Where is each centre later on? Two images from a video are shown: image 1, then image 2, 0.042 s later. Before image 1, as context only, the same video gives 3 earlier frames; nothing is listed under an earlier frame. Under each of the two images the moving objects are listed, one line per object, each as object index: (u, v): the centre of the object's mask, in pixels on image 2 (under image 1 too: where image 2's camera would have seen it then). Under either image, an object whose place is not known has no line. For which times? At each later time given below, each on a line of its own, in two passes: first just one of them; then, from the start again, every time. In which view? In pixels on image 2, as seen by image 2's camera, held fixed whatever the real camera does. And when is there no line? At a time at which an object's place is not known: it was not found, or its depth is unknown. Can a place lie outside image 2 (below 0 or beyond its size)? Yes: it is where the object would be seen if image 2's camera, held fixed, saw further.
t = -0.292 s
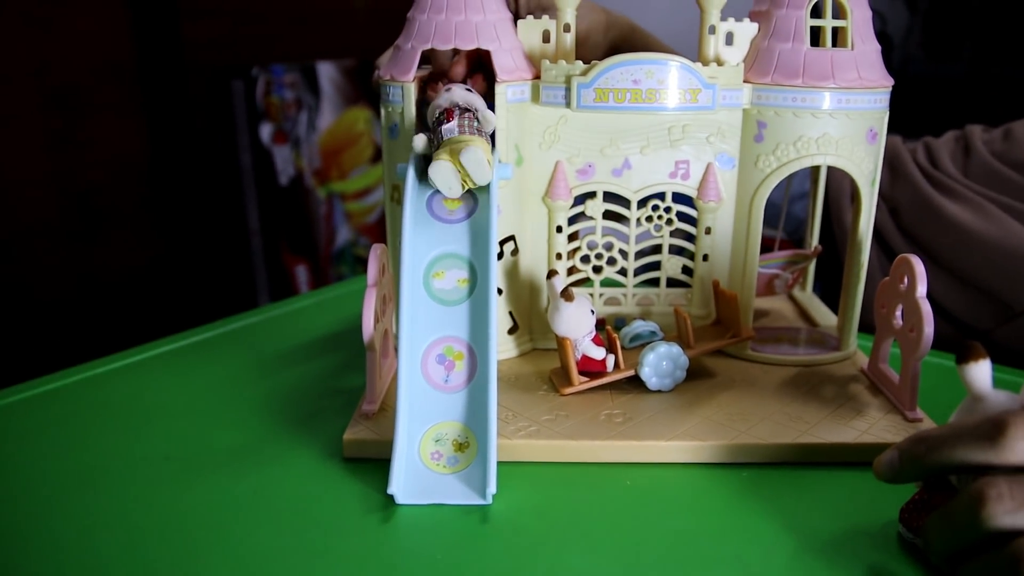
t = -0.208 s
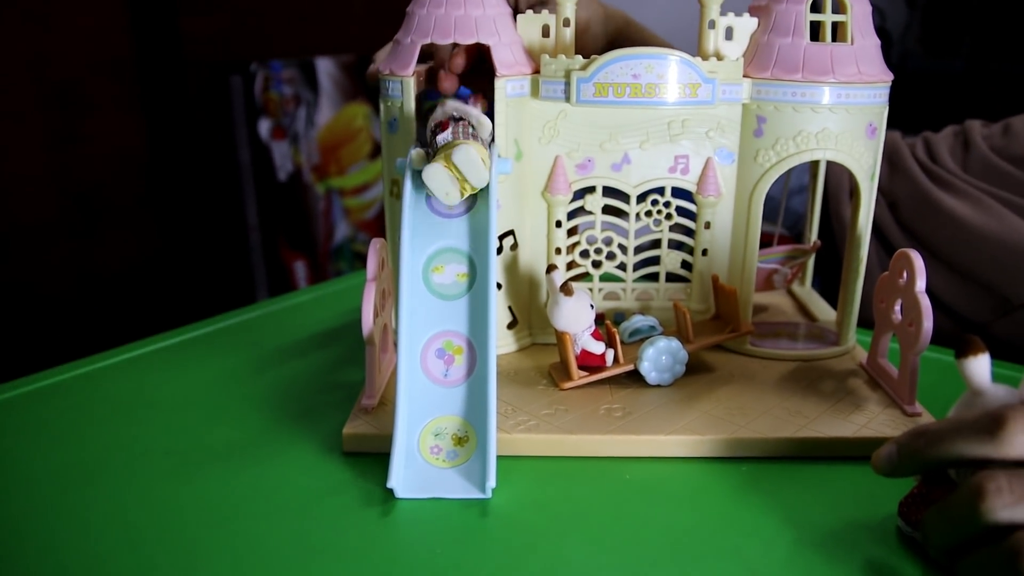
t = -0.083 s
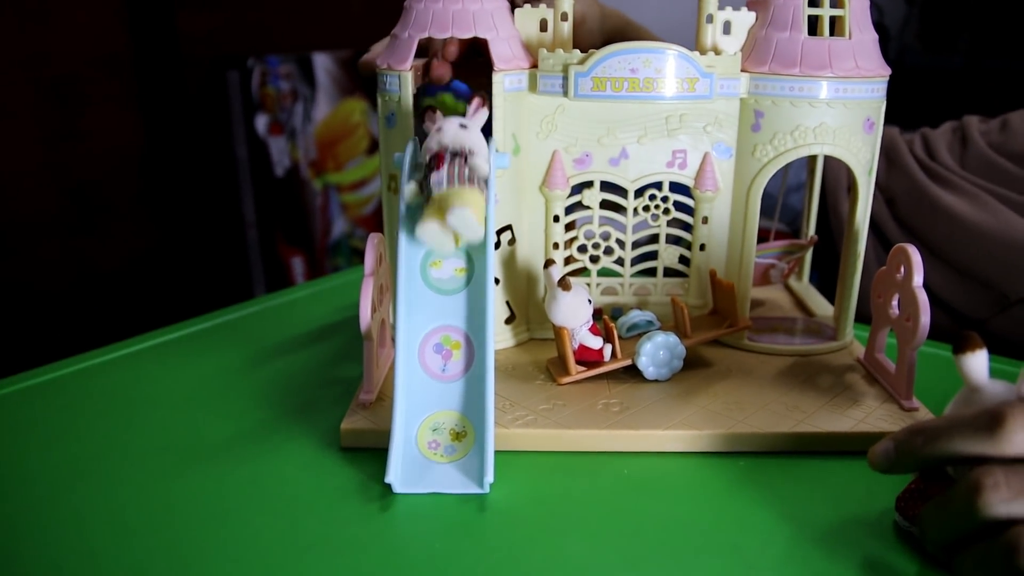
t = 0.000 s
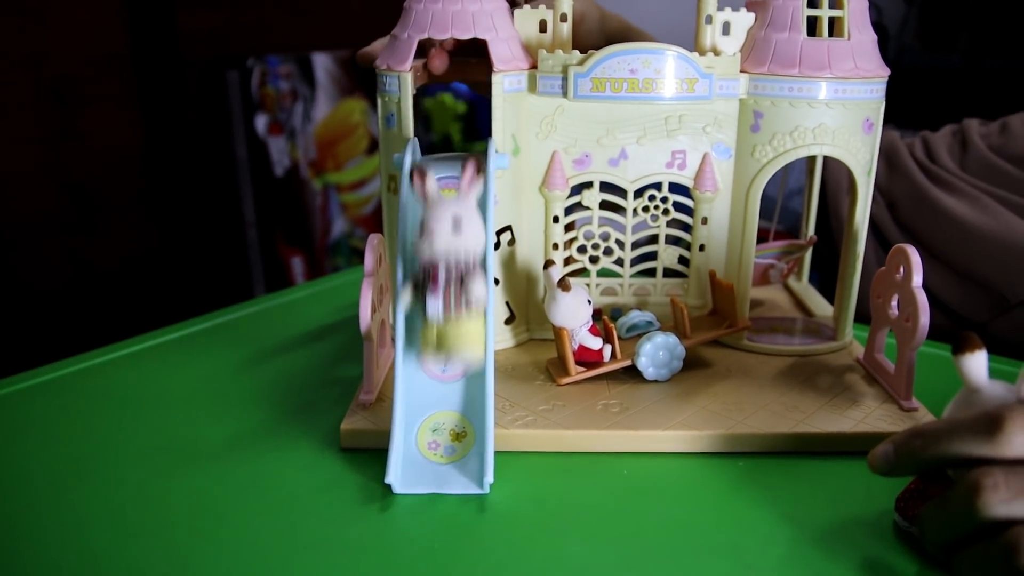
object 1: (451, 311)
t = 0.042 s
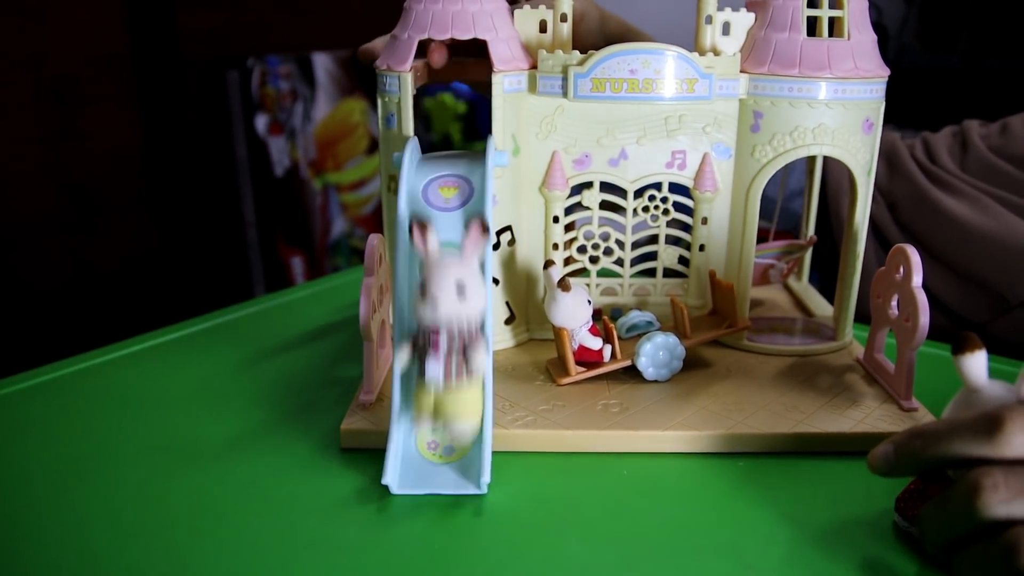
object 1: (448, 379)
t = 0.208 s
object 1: (495, 515)
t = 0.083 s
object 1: (442, 458)
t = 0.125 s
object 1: (451, 479)
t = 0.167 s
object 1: (471, 514)
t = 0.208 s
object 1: (495, 515)
